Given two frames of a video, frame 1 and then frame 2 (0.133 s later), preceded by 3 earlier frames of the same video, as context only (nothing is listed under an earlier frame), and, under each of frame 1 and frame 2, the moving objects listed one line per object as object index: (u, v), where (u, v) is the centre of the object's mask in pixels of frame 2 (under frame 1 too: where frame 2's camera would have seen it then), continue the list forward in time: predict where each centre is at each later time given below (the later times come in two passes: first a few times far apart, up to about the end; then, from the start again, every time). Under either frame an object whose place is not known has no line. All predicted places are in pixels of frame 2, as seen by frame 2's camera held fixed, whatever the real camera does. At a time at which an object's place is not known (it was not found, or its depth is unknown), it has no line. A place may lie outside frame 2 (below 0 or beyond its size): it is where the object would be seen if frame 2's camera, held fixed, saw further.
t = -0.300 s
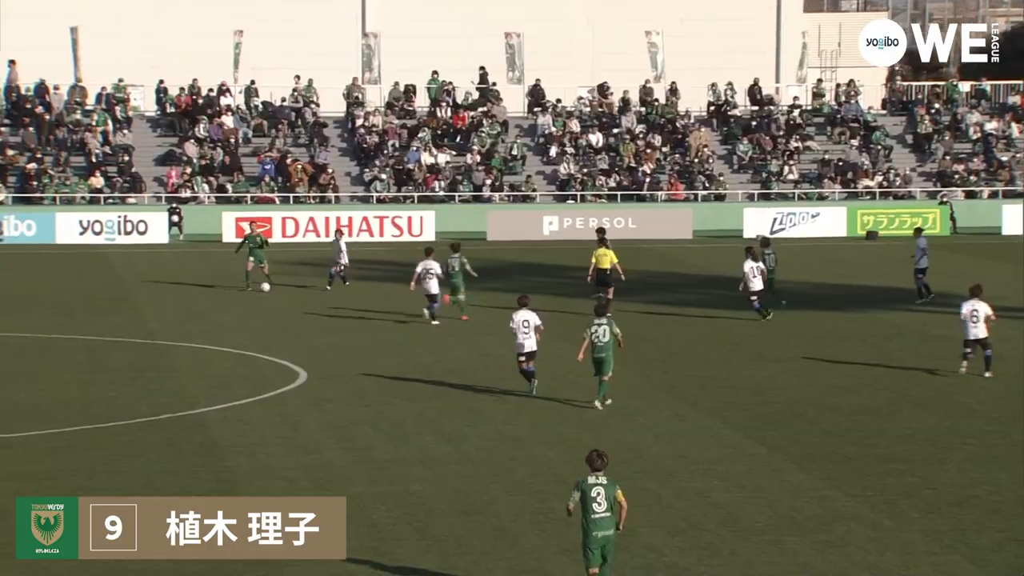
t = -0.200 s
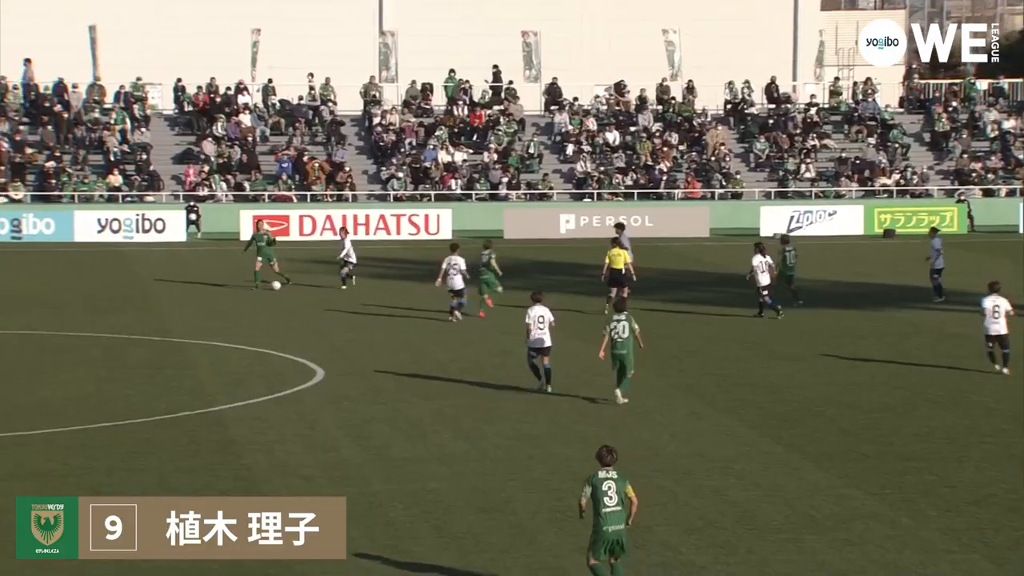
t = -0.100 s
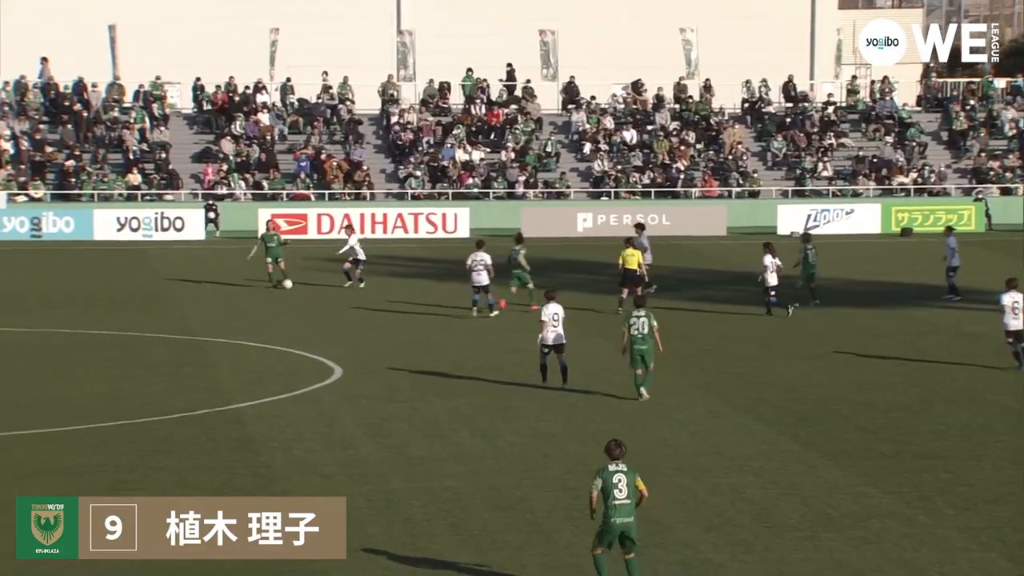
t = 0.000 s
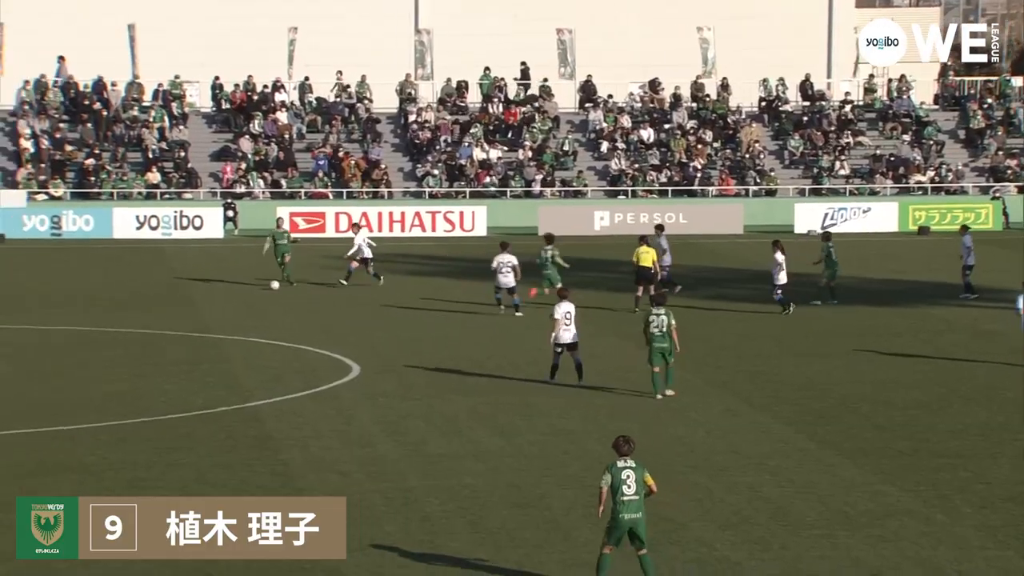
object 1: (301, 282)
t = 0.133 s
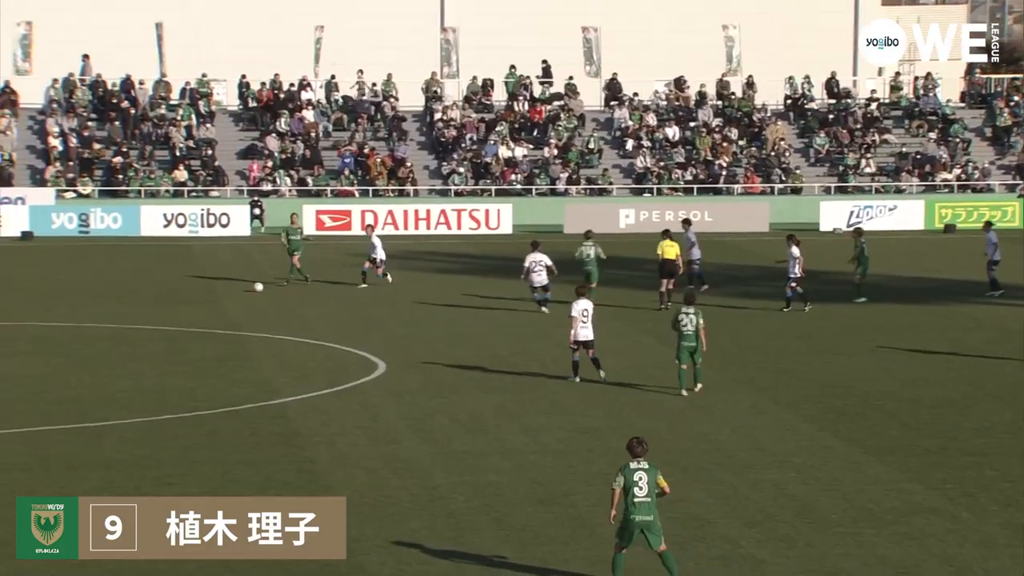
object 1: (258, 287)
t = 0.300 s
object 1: (208, 292)
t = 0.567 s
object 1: (140, 299)
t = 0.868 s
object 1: (70, 305)
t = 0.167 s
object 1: (248, 288)
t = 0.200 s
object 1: (238, 289)
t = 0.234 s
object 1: (228, 290)
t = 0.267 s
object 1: (218, 291)
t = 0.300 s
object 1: (208, 292)
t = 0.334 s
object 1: (199, 293)
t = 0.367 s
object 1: (190, 294)
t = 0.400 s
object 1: (181, 295)
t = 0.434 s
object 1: (173, 295)
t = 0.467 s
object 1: (164, 296)
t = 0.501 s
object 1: (156, 297)
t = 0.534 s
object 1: (148, 298)
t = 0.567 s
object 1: (140, 299)
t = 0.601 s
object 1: (131, 299)
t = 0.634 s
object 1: (124, 300)
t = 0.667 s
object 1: (116, 301)
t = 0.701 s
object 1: (108, 302)
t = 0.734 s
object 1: (101, 302)
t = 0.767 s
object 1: (92, 303)
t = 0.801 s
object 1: (84, 303)
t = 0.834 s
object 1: (77, 305)
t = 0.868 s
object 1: (70, 305)
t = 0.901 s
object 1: (62, 305)
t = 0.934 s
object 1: (54, 307)
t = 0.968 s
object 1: (47, 308)
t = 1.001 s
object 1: (39, 308)
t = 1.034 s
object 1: (31, 309)
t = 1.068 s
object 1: (23, 310)
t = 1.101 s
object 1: (15, 311)
